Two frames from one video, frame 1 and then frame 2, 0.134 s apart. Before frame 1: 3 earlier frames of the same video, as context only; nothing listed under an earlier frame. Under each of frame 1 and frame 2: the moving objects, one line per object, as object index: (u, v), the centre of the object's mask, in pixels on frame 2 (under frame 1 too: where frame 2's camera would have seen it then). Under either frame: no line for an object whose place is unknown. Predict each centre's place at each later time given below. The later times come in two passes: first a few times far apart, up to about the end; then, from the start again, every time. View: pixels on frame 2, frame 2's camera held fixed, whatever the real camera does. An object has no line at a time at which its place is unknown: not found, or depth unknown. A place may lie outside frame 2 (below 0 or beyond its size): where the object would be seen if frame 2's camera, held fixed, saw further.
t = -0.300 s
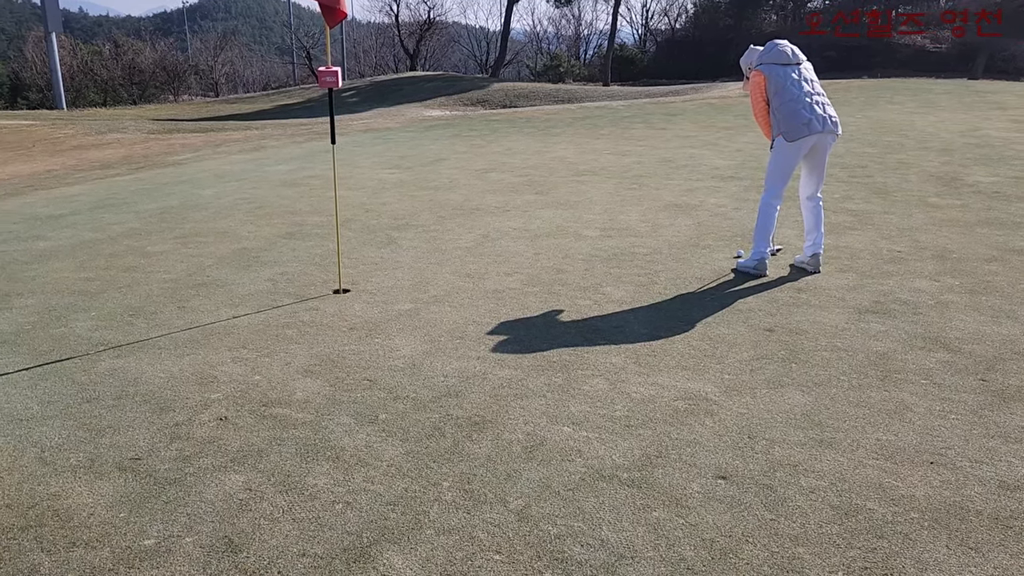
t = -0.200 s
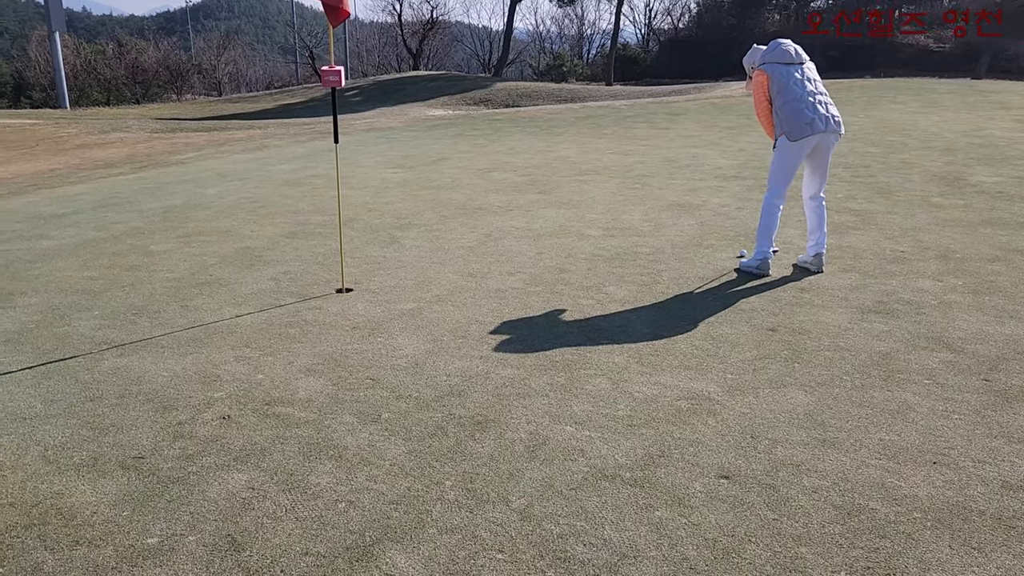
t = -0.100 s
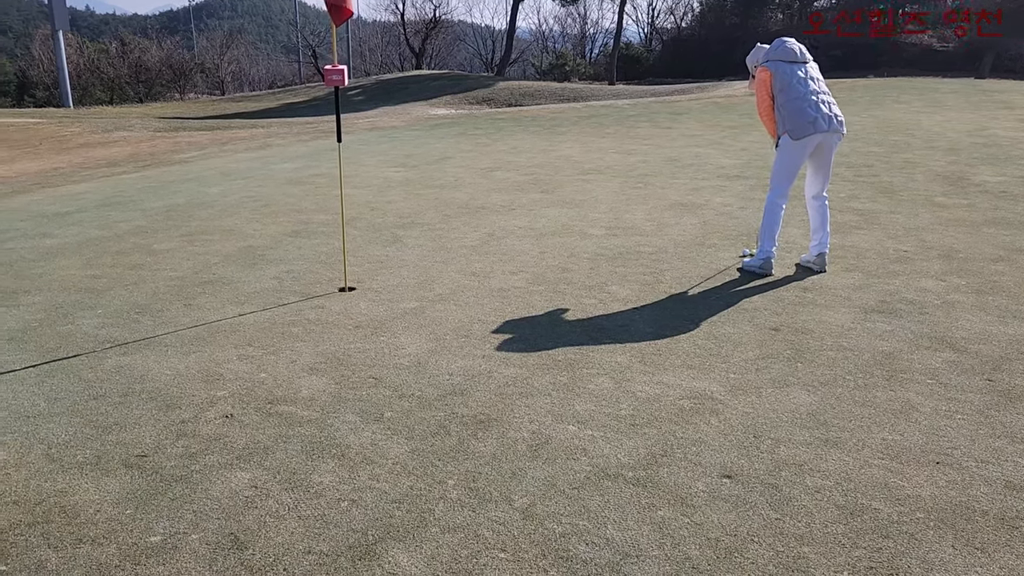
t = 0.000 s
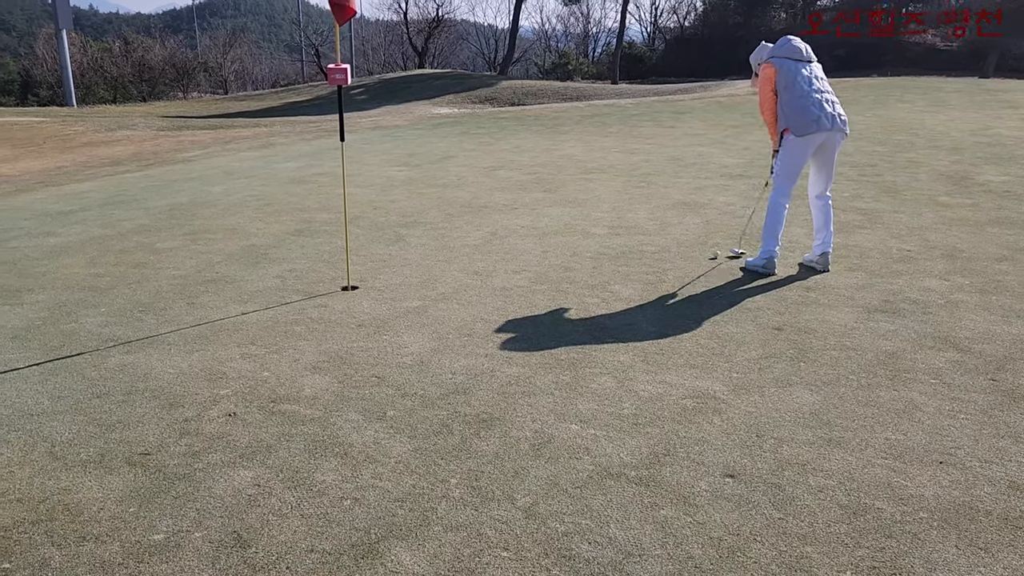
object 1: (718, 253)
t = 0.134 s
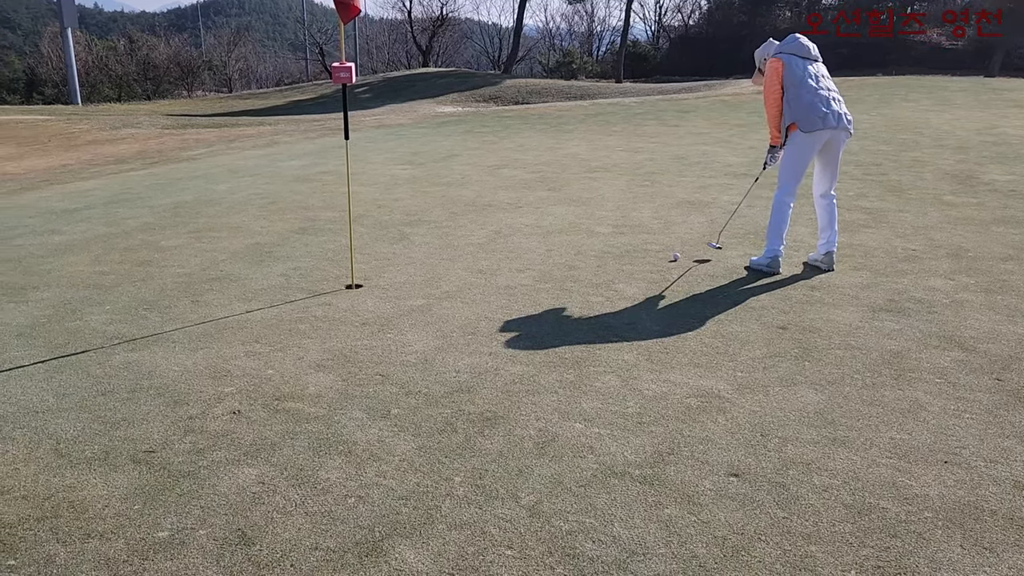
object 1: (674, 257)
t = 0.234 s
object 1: (646, 260)
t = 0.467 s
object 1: (586, 264)
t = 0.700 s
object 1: (529, 268)
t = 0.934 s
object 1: (476, 272)
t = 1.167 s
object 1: (428, 276)
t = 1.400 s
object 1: (384, 279)
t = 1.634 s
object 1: (347, 283)
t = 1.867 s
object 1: (315, 286)
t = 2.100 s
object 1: (290, 289)
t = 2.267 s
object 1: (275, 291)
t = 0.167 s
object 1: (667, 257)
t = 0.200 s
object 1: (656, 259)
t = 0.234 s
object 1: (646, 260)
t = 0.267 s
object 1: (639, 261)
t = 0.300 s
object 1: (629, 261)
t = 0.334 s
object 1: (620, 262)
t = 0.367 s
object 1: (612, 262)
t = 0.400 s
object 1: (603, 263)
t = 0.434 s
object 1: (595, 264)
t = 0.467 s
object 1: (586, 264)
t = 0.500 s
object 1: (578, 265)
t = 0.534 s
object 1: (569, 265)
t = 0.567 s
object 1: (561, 266)
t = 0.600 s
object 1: (553, 267)
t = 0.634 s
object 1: (545, 267)
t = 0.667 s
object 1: (537, 268)
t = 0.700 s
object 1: (529, 268)
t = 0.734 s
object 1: (521, 269)
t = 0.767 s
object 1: (513, 270)
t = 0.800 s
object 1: (506, 270)
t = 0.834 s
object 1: (498, 270)
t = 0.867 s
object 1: (491, 271)
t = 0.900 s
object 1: (483, 271)
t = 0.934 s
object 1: (476, 272)
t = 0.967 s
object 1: (469, 273)
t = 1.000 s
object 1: (462, 273)
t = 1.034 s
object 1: (455, 273)
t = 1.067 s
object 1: (448, 274)
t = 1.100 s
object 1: (441, 275)
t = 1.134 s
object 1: (434, 275)
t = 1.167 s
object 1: (428, 276)
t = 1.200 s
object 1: (421, 276)
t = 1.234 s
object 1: (415, 276)
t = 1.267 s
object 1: (408, 277)
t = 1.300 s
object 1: (403, 278)
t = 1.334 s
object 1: (396, 278)
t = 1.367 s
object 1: (390, 278)
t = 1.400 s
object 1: (384, 279)
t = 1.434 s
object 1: (379, 279)
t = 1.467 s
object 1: (373, 280)
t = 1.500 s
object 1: (368, 280)
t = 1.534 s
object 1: (364, 280)
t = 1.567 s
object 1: (360, 281)
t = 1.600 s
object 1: (352, 283)
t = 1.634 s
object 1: (347, 283)
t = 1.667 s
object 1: (341, 283)
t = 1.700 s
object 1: (338, 283)
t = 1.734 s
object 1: (332, 284)
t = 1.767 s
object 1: (328, 284)
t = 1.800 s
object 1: (324, 285)
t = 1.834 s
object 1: (319, 286)
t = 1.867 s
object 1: (315, 286)
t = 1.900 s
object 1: (311, 286)
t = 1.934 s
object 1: (308, 287)
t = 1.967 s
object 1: (304, 287)
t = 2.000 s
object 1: (300, 288)
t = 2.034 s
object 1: (297, 288)
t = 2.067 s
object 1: (293, 289)
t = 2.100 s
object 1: (290, 289)
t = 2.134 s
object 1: (287, 290)
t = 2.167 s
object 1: (284, 290)
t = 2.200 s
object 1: (280, 290)
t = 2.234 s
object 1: (277, 291)
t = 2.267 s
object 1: (275, 291)
